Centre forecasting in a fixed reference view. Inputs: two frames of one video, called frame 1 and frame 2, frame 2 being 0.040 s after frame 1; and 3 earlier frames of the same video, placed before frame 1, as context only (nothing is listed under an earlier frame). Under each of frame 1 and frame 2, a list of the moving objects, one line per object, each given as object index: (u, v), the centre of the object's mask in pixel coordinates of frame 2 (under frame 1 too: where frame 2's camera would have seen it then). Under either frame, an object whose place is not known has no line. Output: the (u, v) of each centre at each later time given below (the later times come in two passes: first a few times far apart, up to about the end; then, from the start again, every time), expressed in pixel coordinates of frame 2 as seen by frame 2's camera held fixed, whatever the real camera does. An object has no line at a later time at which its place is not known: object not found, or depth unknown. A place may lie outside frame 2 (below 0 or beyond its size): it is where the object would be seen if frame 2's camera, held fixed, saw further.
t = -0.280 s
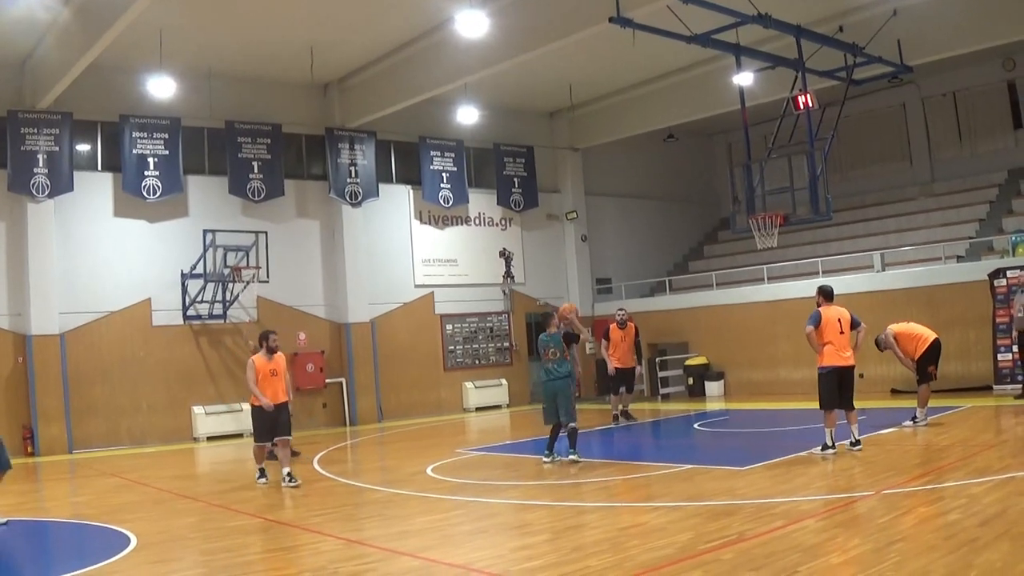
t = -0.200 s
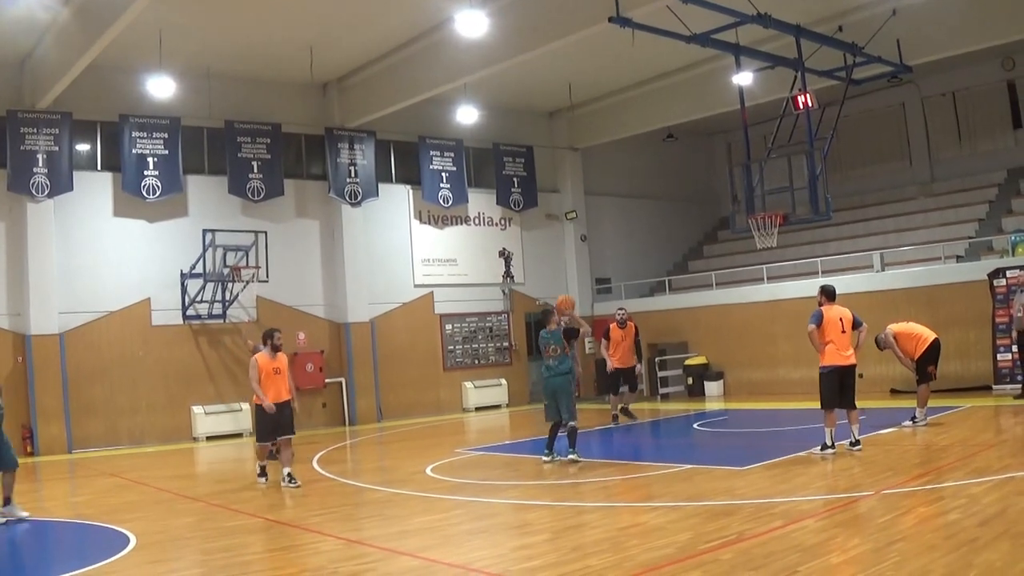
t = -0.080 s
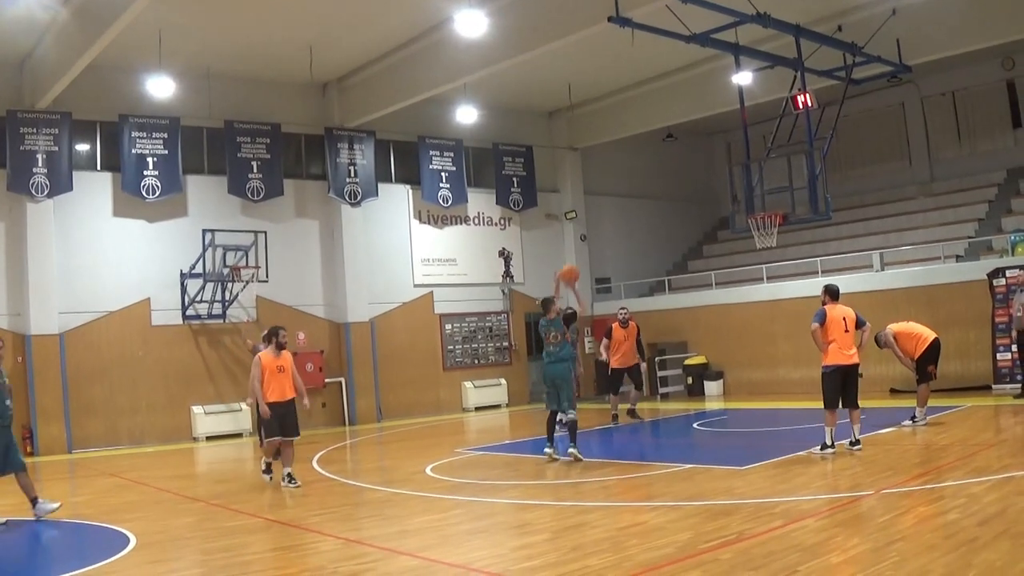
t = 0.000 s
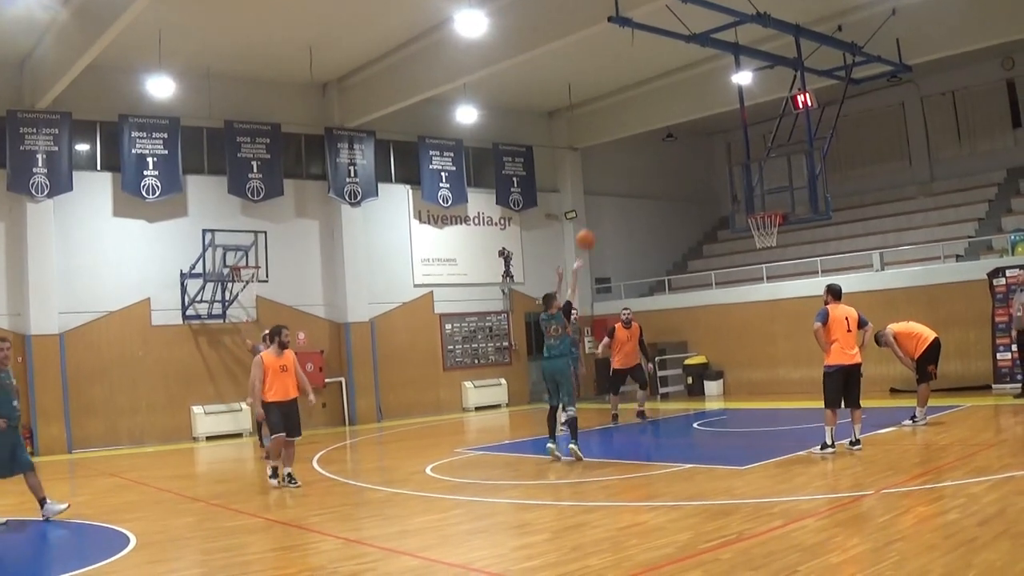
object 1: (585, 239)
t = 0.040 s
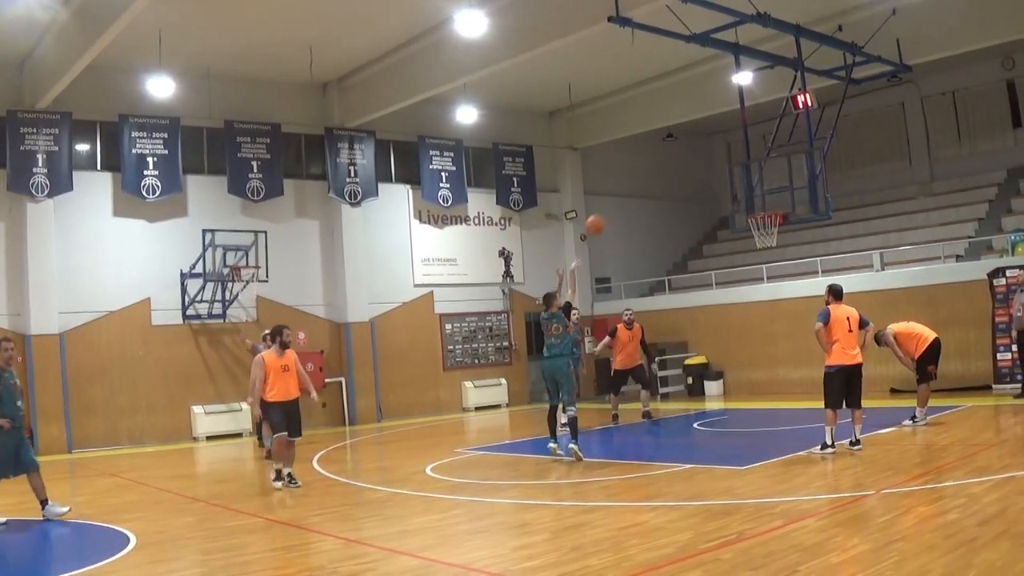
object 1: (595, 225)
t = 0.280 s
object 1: (650, 167)
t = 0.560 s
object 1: (708, 158)
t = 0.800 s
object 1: (754, 190)
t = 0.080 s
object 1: (604, 212)
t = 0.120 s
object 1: (613, 200)
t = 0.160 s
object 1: (623, 190)
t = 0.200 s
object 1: (632, 180)
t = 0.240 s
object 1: (641, 172)
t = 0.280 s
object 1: (650, 167)
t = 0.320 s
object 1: (659, 162)
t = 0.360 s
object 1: (667, 158)
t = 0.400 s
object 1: (676, 156)
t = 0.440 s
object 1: (684, 155)
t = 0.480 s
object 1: (692, 154)
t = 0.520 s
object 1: (700, 156)
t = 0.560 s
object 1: (708, 158)
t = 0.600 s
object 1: (716, 160)
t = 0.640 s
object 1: (724, 165)
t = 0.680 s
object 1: (732, 169)
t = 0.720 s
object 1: (739, 175)
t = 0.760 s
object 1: (747, 182)
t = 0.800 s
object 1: (754, 190)
